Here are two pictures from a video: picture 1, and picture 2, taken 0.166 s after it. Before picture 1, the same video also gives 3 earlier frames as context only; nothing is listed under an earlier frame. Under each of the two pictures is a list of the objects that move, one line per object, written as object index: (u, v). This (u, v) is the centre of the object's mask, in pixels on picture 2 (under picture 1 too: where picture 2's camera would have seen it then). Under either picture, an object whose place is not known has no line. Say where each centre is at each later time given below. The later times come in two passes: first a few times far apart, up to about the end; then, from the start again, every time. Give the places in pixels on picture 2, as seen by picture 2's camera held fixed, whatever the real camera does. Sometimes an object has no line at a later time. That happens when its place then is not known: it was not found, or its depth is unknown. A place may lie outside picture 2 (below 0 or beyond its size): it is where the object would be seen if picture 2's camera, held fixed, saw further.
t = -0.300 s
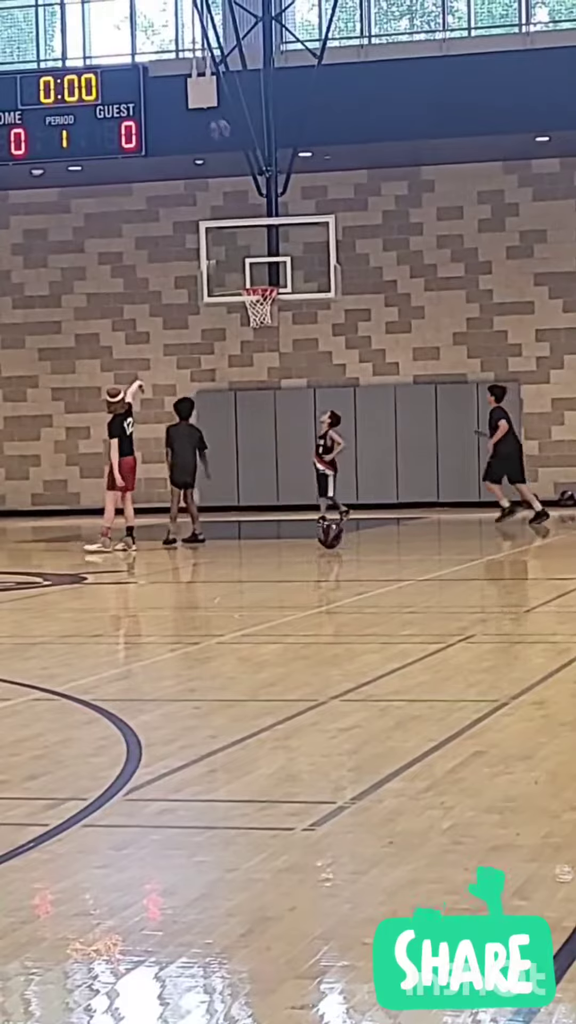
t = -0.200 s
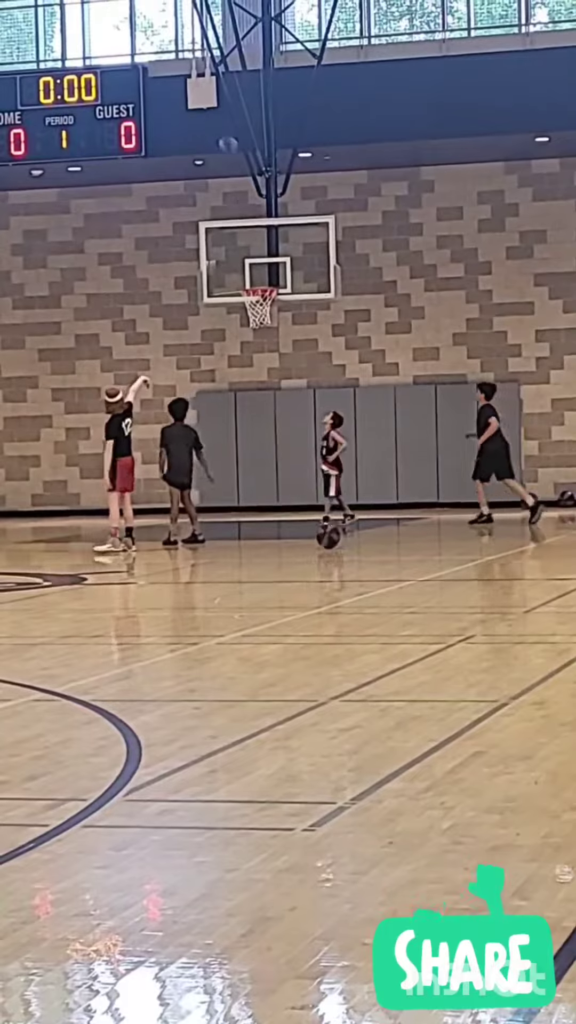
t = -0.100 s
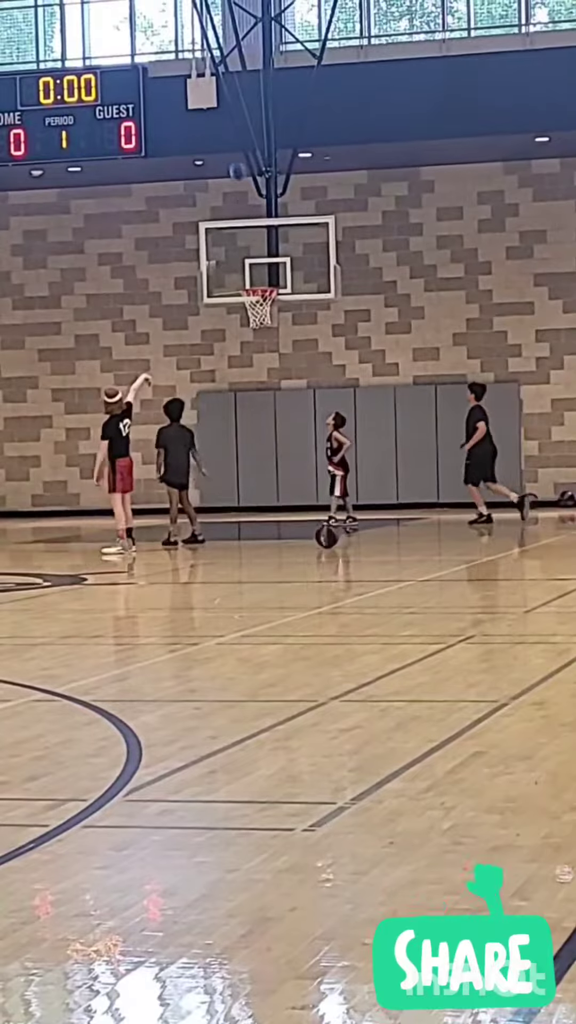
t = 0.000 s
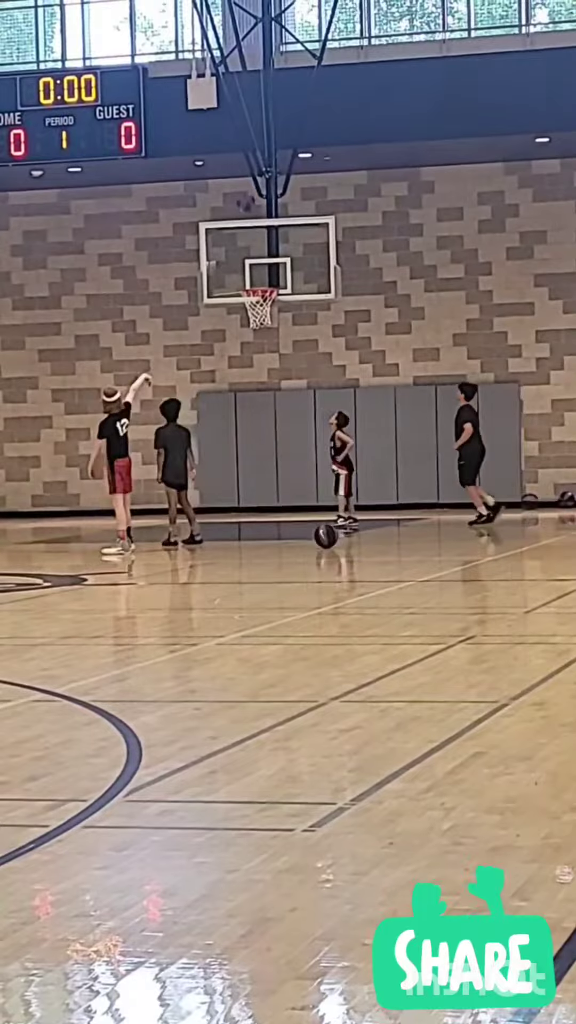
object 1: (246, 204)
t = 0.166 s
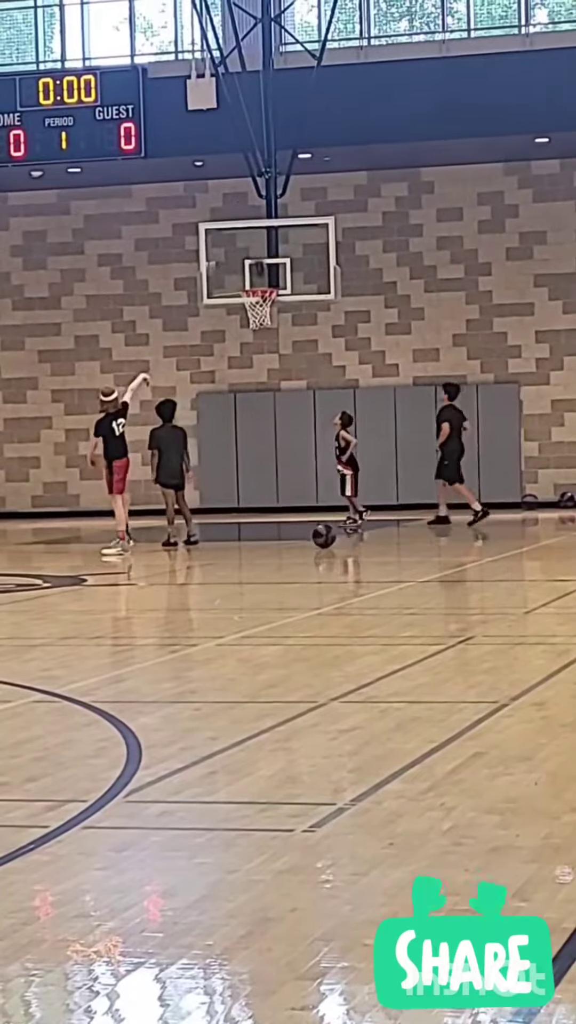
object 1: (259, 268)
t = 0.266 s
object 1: (261, 281)
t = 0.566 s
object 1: (247, 252)
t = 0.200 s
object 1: (263, 282)
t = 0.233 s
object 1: (264, 281)
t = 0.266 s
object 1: (261, 281)
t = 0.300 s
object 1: (262, 282)
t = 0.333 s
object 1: (262, 281)
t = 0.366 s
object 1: (262, 273)
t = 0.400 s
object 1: (258, 268)
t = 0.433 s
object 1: (256, 263)
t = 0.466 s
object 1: (254, 259)
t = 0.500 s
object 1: (253, 256)
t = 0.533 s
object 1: (251, 254)
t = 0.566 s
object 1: (247, 252)
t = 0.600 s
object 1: (245, 252)
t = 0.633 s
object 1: (243, 252)
